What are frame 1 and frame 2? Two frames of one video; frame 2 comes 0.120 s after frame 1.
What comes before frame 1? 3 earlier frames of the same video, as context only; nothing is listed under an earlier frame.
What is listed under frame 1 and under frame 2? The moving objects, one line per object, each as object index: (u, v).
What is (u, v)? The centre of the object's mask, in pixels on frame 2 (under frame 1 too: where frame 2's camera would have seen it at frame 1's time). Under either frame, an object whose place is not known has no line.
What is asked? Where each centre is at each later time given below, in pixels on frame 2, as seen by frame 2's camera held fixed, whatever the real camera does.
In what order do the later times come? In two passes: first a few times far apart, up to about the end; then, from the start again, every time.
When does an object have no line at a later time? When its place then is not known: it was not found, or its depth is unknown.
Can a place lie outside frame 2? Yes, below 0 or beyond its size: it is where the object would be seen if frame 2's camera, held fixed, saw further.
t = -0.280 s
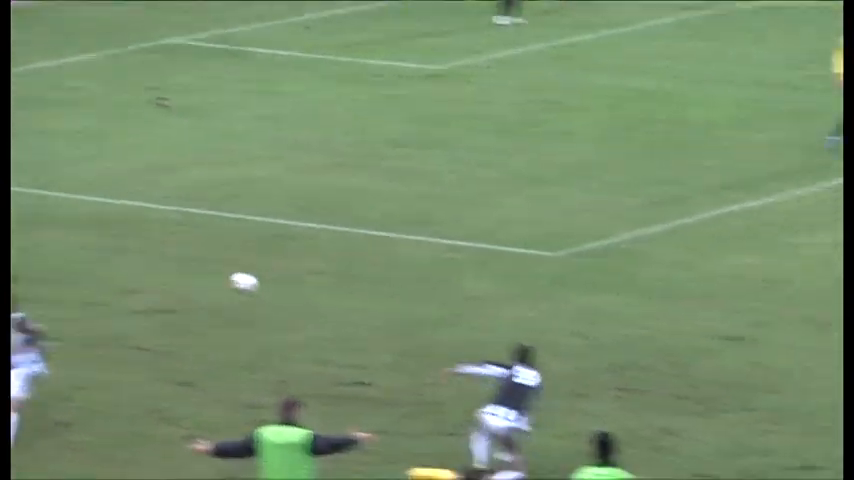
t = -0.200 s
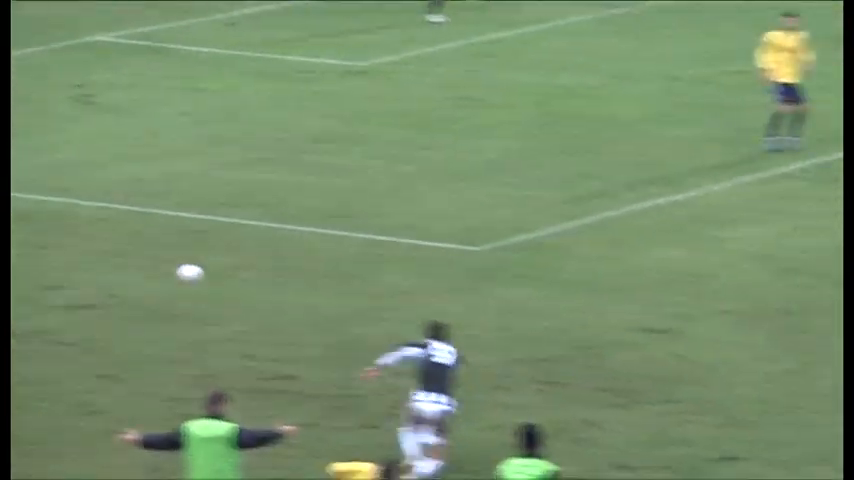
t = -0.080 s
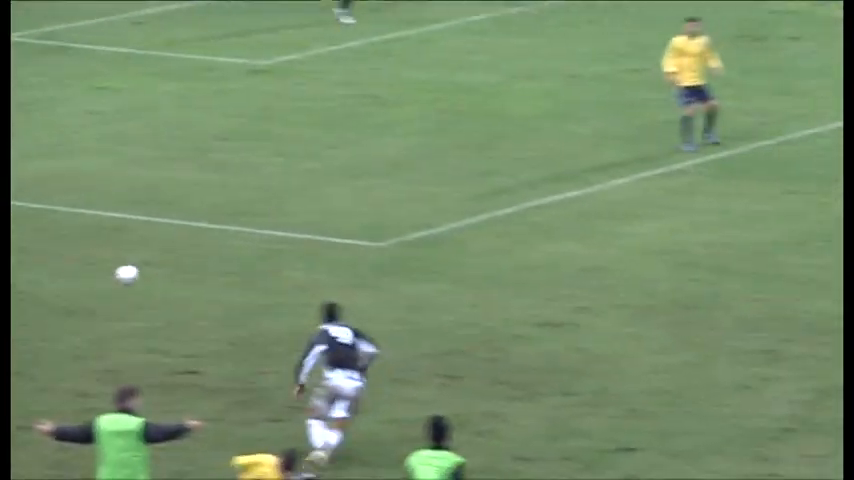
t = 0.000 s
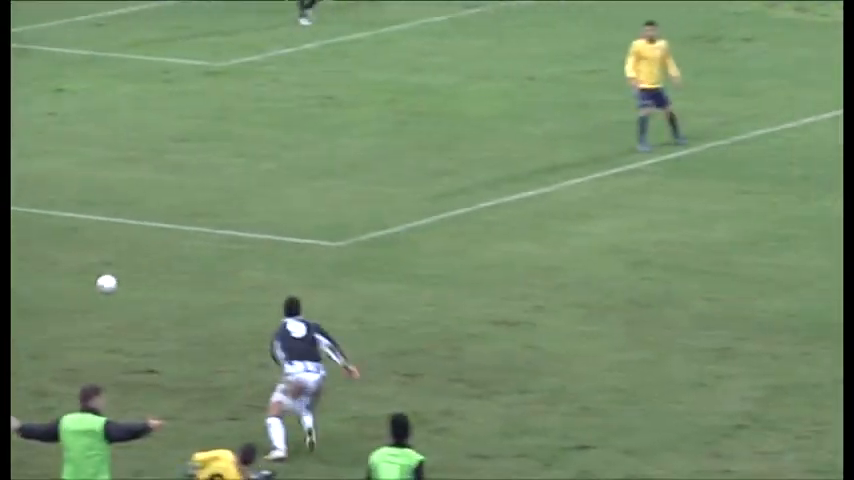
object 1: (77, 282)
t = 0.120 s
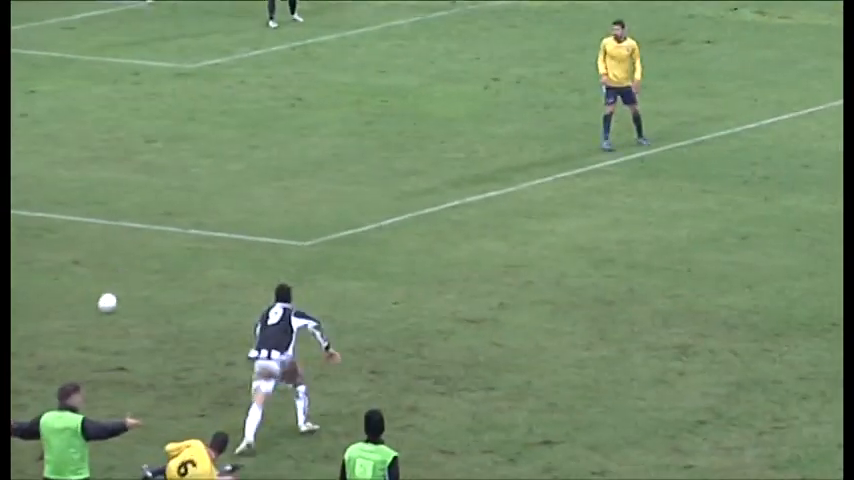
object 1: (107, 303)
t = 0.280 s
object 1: (130, 268)
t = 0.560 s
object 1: (170, 261)
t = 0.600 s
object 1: (176, 265)
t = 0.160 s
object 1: (113, 292)
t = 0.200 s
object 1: (118, 283)
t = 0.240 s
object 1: (124, 275)
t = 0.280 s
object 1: (130, 268)
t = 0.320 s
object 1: (135, 263)
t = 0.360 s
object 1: (141, 259)
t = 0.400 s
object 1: (147, 257)
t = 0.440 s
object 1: (153, 256)
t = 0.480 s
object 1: (157, 256)
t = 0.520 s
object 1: (164, 257)
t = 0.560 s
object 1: (170, 261)
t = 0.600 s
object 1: (176, 265)
